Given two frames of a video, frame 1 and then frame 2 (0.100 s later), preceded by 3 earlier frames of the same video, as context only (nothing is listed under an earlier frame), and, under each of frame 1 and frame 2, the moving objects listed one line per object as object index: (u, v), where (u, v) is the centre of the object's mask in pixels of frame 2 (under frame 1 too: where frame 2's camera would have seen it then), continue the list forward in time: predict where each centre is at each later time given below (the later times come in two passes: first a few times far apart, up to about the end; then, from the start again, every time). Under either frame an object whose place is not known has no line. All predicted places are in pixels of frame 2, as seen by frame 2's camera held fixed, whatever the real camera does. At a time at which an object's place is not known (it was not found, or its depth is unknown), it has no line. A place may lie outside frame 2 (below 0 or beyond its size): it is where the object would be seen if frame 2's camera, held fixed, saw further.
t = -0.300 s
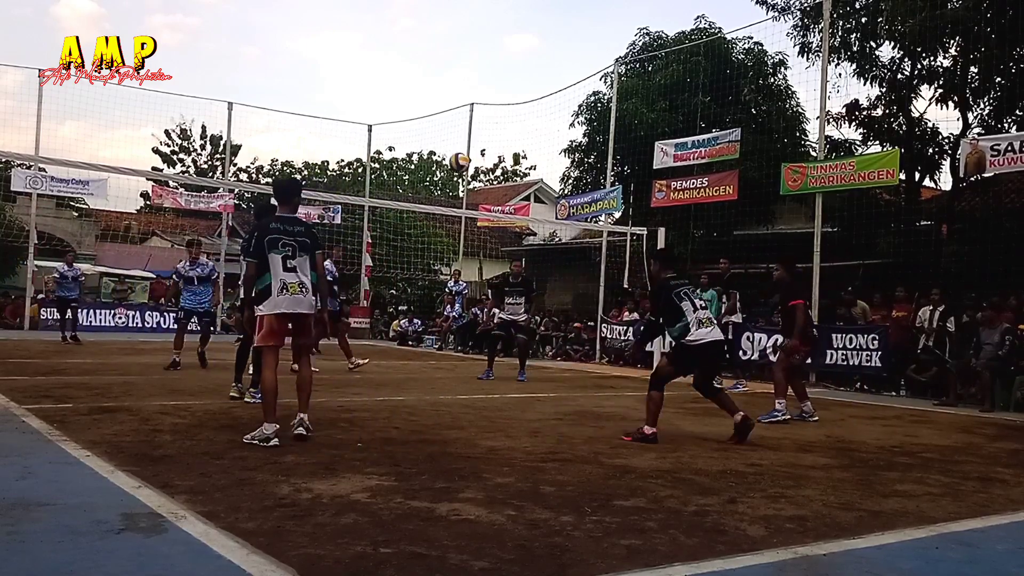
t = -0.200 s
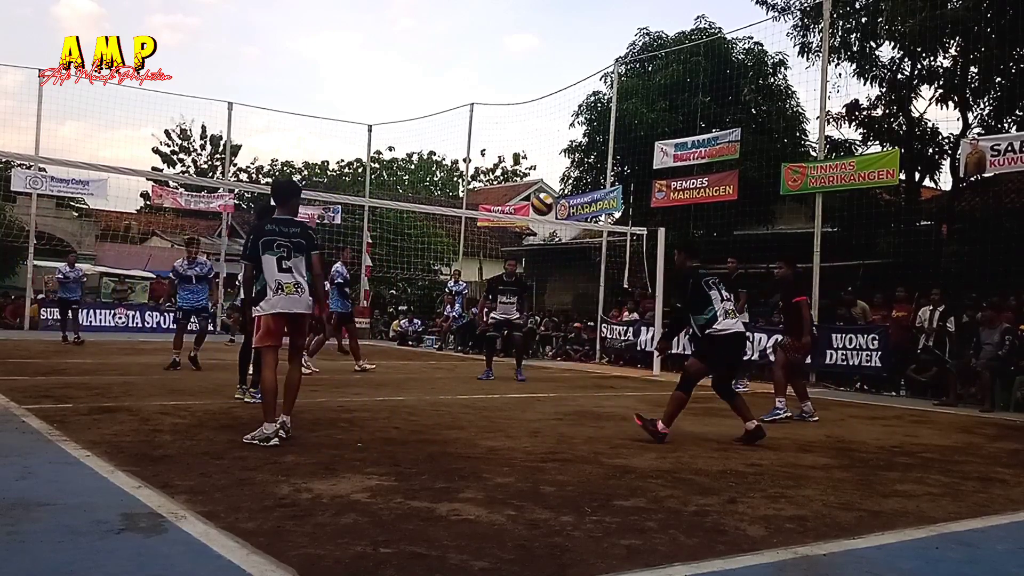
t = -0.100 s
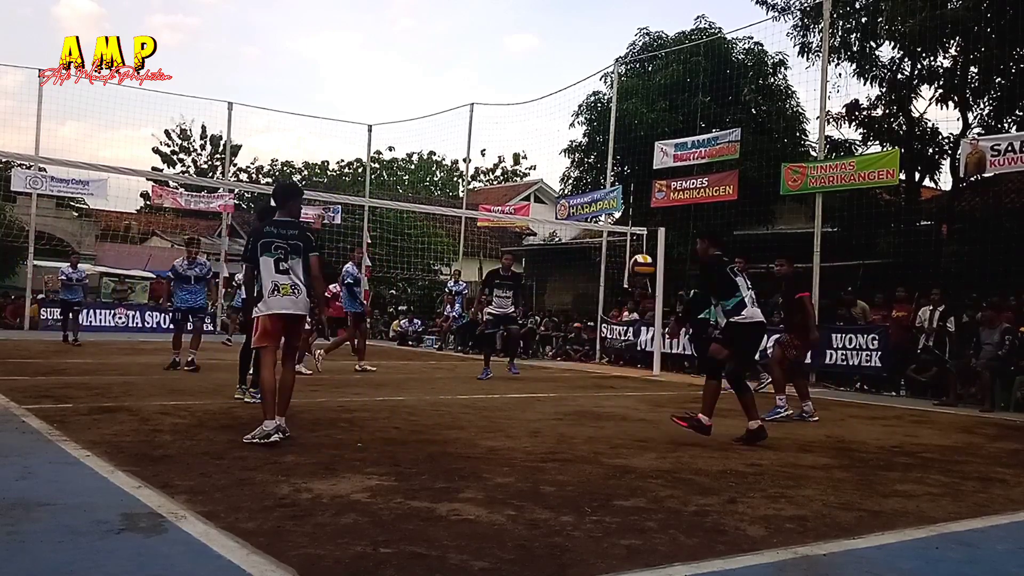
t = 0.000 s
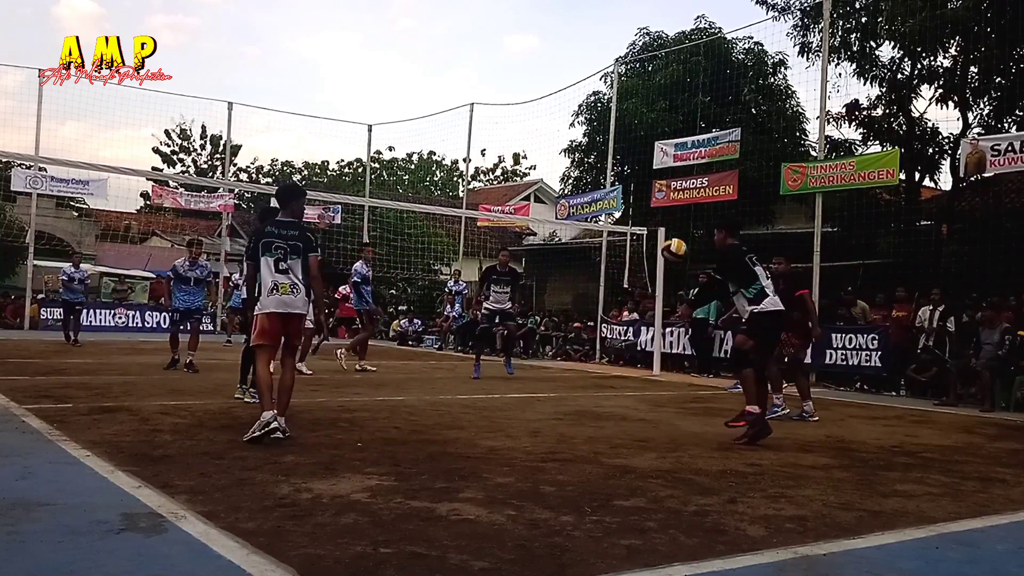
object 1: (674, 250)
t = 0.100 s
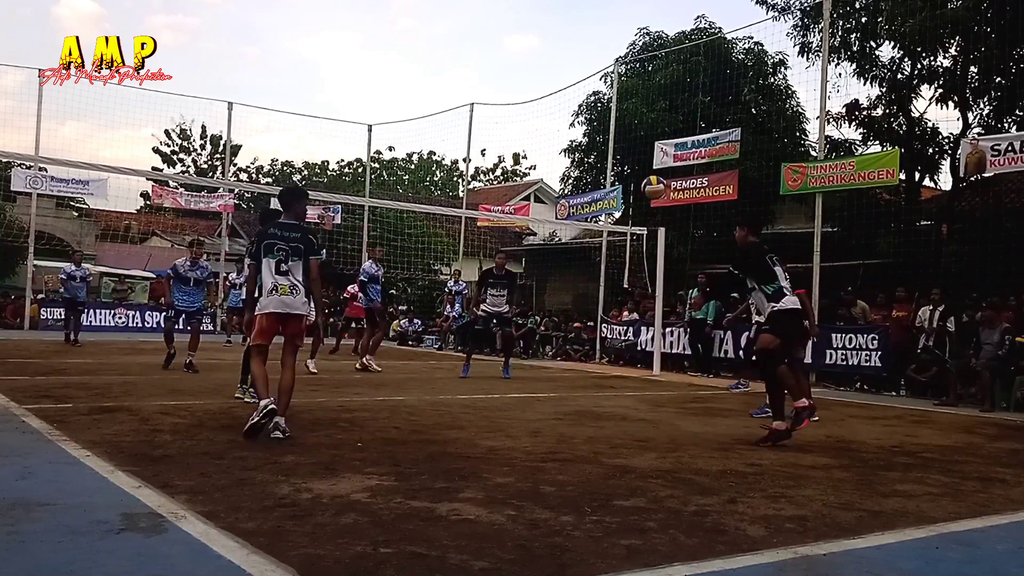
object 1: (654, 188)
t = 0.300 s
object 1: (617, 109)
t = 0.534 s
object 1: (576, 82)
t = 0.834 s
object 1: (531, 120)
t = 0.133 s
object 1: (647, 171)
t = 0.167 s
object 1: (641, 156)
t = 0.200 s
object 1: (634, 141)
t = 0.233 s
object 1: (628, 129)
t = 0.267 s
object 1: (623, 118)
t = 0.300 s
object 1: (617, 109)
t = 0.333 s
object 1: (610, 102)
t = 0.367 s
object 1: (604, 95)
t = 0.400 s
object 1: (598, 90)
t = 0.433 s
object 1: (593, 87)
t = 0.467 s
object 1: (587, 84)
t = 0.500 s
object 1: (581, 83)
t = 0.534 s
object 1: (576, 82)
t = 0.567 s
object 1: (571, 83)
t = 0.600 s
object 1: (565, 84)
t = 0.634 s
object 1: (560, 87)
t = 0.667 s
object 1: (555, 90)
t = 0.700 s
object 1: (550, 95)
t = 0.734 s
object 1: (546, 100)
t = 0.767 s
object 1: (540, 106)
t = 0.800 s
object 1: (536, 113)
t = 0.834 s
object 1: (531, 120)
